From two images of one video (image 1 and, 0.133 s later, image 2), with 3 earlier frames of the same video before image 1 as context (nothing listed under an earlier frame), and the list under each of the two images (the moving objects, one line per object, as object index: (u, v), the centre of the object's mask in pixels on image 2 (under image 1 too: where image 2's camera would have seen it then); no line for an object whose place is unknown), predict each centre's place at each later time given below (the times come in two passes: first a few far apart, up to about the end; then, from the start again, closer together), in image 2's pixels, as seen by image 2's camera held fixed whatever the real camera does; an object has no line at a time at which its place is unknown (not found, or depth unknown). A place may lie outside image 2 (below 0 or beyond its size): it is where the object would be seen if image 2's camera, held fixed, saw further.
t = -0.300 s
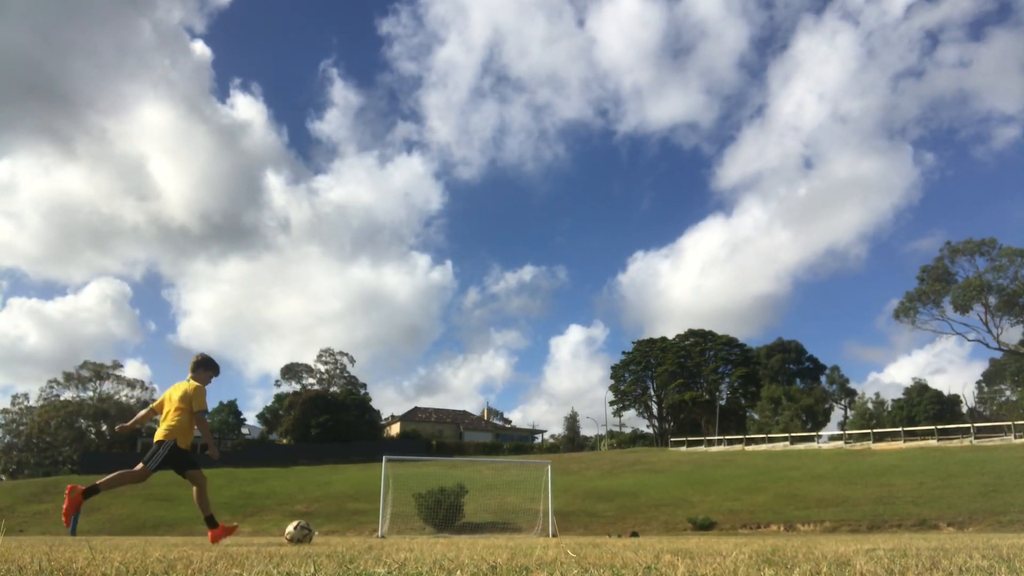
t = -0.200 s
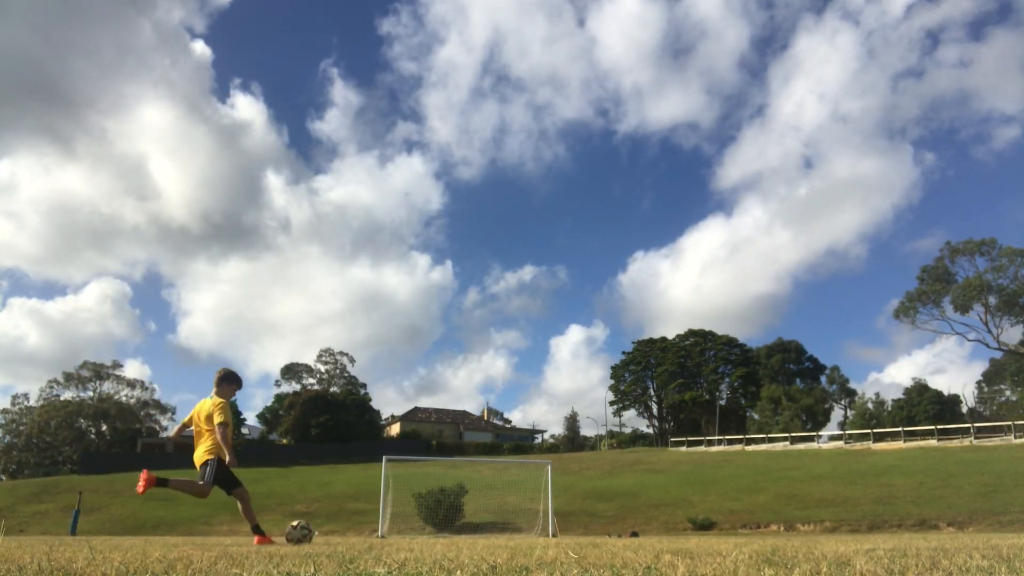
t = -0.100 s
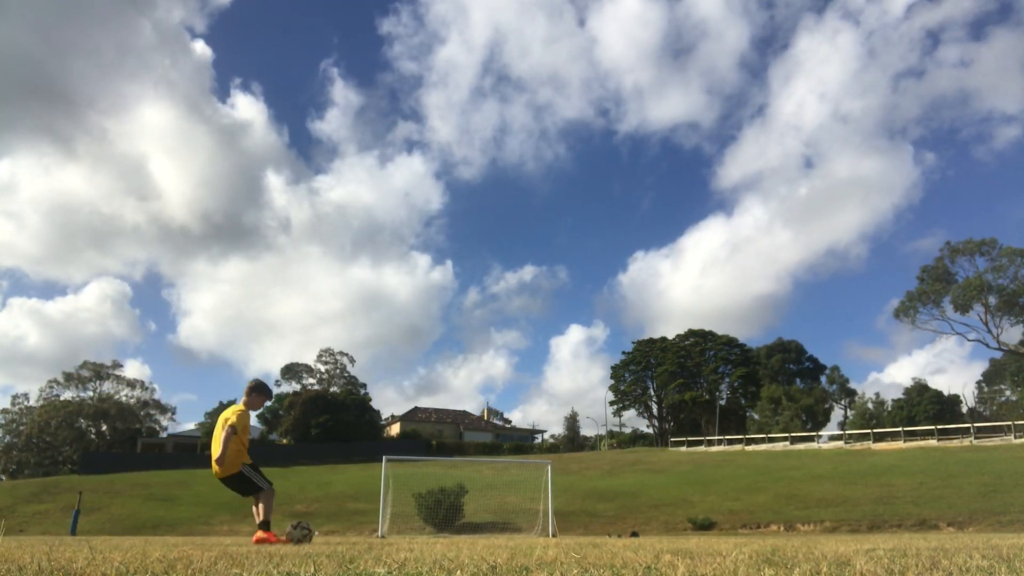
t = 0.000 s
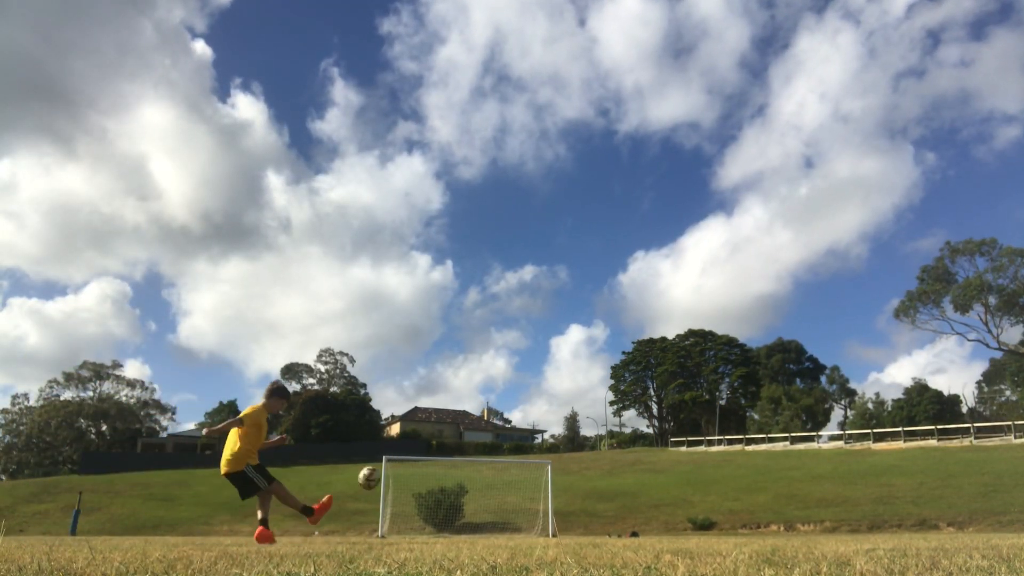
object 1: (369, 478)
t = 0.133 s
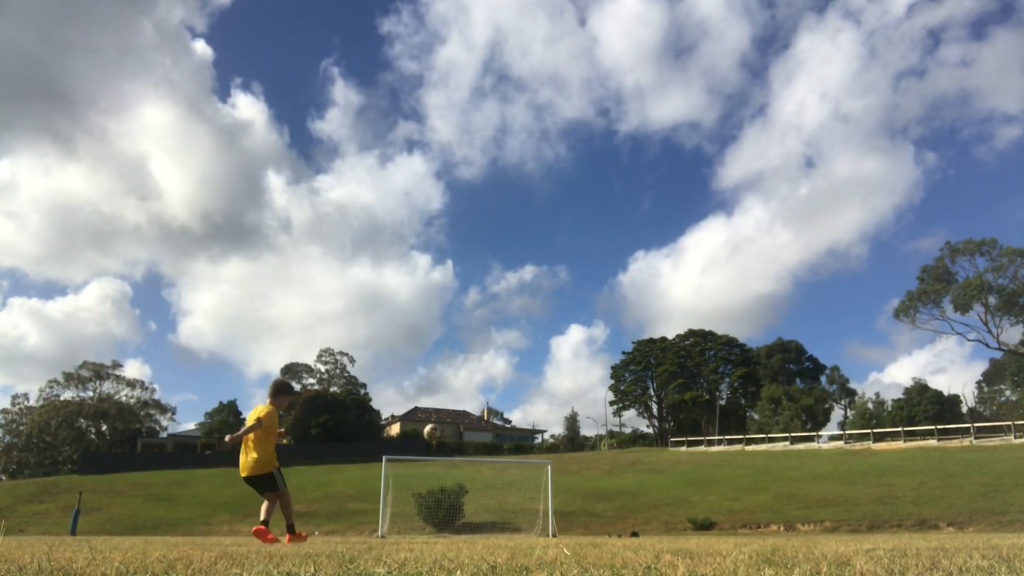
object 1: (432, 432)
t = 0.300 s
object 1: (473, 411)
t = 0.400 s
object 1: (488, 409)
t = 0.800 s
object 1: (516, 438)
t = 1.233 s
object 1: (522, 505)
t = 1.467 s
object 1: (520, 533)
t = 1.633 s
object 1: (519, 527)
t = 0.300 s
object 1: (473, 411)
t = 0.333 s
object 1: (479, 411)
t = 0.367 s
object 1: (483, 410)
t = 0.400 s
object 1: (488, 409)
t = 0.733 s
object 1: (513, 430)
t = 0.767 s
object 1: (514, 433)
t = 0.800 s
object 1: (516, 438)
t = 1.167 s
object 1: (522, 493)
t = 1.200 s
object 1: (522, 499)
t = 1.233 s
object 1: (522, 505)
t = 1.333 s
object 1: (522, 521)
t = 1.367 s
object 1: (521, 526)
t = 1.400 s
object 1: (521, 531)
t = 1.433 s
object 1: (521, 534)
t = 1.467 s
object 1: (520, 533)
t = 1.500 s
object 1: (520, 531)
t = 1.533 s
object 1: (520, 529)
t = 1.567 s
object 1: (519, 528)
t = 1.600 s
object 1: (519, 527)
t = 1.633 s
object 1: (519, 527)
